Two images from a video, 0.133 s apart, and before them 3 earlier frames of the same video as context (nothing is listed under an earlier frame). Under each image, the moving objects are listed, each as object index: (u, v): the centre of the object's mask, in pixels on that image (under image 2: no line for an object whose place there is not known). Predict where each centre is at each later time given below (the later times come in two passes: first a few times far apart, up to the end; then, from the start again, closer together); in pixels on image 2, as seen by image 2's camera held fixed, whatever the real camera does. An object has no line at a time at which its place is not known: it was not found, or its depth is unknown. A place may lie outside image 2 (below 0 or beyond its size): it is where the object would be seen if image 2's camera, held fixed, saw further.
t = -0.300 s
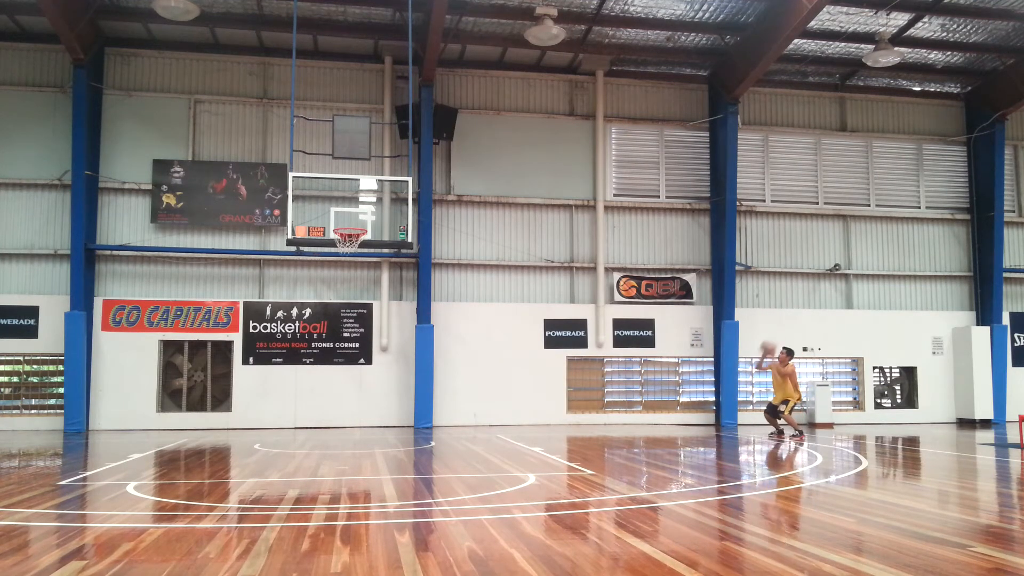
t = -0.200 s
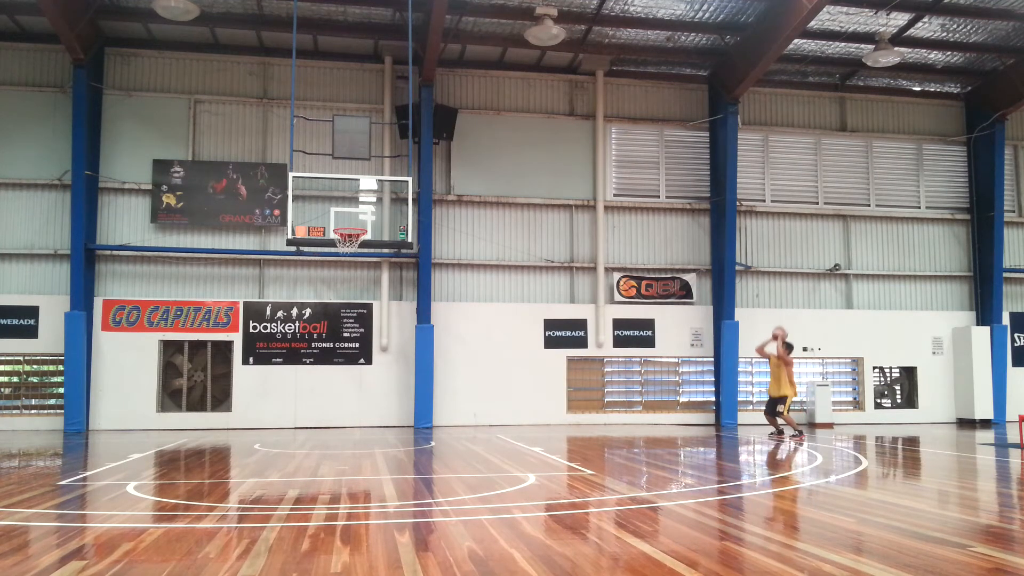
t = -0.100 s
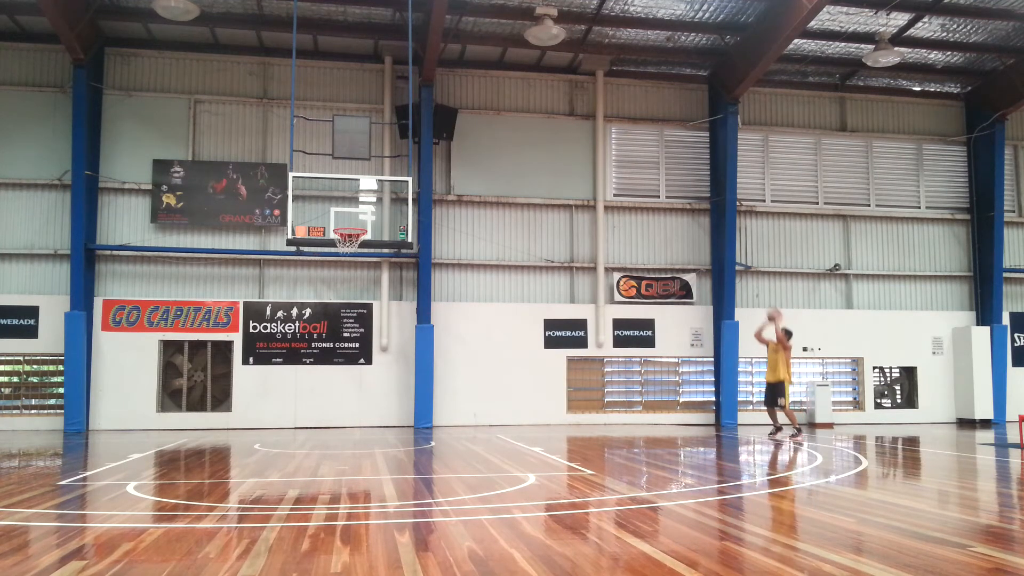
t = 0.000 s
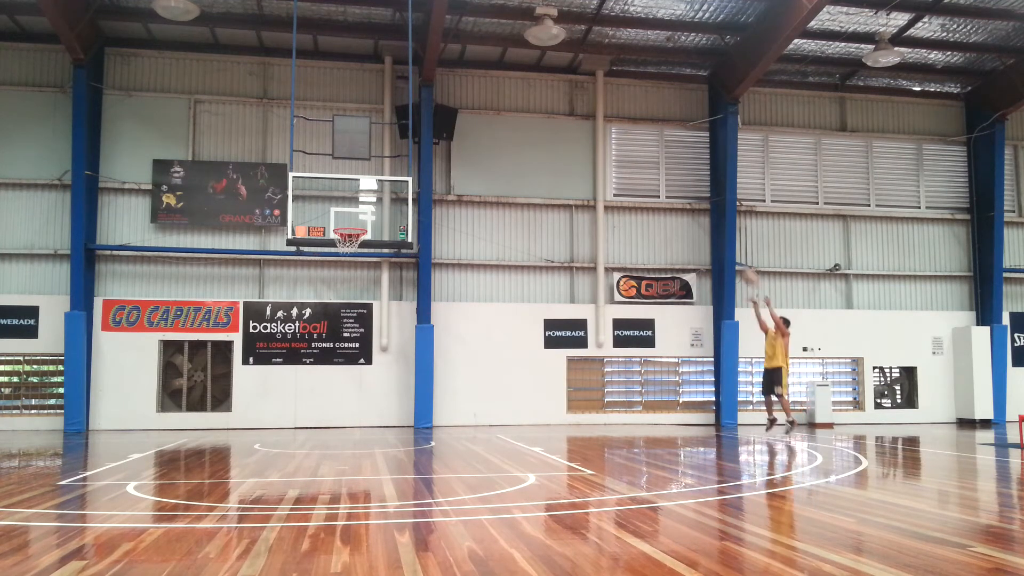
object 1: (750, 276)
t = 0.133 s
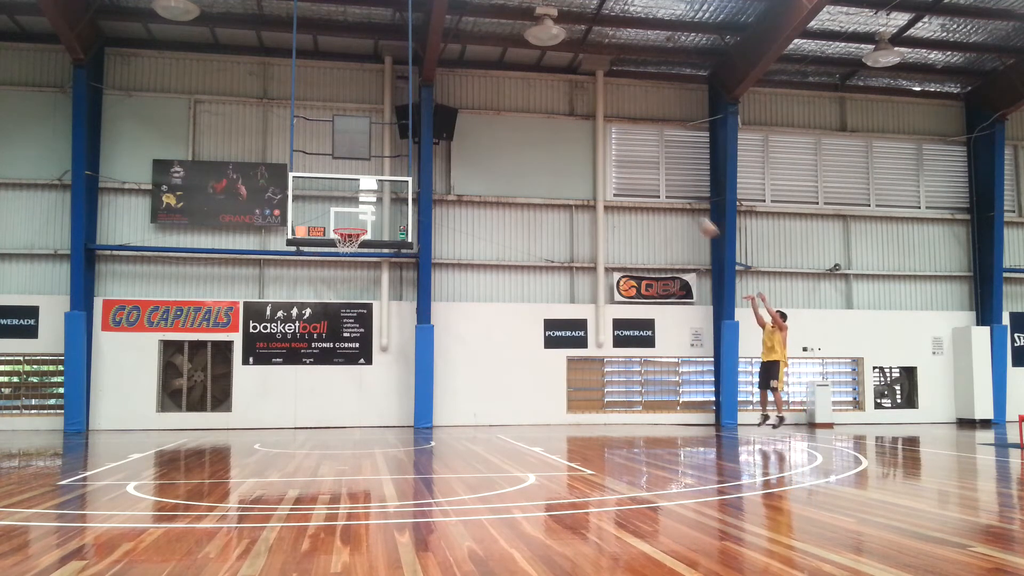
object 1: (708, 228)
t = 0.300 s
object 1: (656, 183)
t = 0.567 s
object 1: (571, 141)
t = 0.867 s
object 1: (472, 146)
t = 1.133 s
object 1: (383, 203)
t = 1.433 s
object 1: (323, 256)
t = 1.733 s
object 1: (300, 324)
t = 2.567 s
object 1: (319, 317)
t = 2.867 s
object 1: (338, 339)
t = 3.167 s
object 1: (355, 414)
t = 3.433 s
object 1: (367, 379)
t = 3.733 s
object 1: (378, 356)
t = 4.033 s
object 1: (388, 386)
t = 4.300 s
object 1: (396, 409)
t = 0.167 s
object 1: (698, 218)
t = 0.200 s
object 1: (689, 208)
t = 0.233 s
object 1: (676, 198)
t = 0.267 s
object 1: (667, 190)
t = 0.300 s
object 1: (656, 183)
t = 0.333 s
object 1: (645, 175)
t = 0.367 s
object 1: (635, 168)
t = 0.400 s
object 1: (624, 162)
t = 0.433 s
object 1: (613, 157)
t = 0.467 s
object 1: (602, 152)
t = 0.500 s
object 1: (592, 148)
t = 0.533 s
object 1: (581, 144)
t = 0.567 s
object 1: (571, 141)
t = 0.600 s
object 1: (561, 139)
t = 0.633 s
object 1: (549, 138)
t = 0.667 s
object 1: (538, 136)
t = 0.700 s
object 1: (527, 137)
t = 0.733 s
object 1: (516, 137)
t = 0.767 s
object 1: (505, 139)
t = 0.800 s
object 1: (494, 141)
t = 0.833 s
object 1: (483, 143)
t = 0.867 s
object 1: (472, 146)
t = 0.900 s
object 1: (461, 151)
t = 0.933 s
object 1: (450, 156)
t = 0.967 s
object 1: (440, 162)
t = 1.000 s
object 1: (427, 169)
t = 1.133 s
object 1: (383, 203)
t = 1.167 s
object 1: (369, 214)
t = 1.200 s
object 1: (358, 223)
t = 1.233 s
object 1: (347, 237)
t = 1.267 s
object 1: (336, 243)
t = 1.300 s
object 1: (333, 244)
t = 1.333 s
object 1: (331, 246)
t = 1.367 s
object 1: (328, 249)
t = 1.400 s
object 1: (326, 252)
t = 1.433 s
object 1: (323, 256)
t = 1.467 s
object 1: (320, 261)
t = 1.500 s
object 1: (318, 266)
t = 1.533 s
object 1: (315, 271)
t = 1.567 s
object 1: (313, 279)
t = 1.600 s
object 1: (309, 286)
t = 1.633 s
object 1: (307, 294)
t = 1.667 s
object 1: (305, 304)
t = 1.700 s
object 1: (302, 313)
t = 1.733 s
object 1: (300, 324)
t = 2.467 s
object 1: (312, 323)
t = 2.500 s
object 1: (315, 321)
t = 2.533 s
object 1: (316, 319)
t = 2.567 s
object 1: (319, 317)
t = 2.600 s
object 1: (320, 317)
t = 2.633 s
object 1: (323, 317)
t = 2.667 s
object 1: (325, 318)
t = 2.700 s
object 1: (327, 320)
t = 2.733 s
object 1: (330, 322)
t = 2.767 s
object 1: (332, 325)
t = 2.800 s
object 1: (334, 329)
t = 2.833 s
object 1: (336, 333)
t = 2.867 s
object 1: (338, 339)
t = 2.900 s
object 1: (340, 344)
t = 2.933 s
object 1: (342, 351)
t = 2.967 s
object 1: (344, 358)
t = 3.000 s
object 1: (345, 364)
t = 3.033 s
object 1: (347, 374)
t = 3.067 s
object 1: (349, 383)
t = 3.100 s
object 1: (351, 393)
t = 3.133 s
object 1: (353, 403)
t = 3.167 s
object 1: (355, 414)
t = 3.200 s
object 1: (357, 426)
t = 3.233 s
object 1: (359, 426)
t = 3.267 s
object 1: (360, 417)
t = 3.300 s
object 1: (361, 408)
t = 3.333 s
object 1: (363, 400)
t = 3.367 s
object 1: (364, 392)
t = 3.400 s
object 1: (365, 386)
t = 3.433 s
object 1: (367, 379)
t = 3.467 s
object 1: (368, 374)
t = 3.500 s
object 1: (370, 369)
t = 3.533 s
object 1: (371, 366)
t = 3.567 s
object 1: (372, 362)
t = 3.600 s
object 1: (373, 360)
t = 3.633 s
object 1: (374, 358)
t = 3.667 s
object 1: (376, 357)
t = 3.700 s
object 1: (377, 356)
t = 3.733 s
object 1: (378, 356)
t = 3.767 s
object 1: (379, 357)
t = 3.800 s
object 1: (381, 358)
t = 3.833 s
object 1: (381, 361)
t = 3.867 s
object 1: (382, 363)
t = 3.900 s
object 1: (384, 367)
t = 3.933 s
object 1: (385, 370)
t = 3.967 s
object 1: (386, 375)
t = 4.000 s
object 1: (387, 381)
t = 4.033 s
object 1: (388, 386)
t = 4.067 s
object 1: (389, 393)
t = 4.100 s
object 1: (390, 400)
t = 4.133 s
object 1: (391, 409)
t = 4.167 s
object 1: (391, 417)
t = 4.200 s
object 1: (393, 426)
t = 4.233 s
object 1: (394, 424)
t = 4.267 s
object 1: (395, 416)
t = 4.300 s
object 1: (396, 409)
